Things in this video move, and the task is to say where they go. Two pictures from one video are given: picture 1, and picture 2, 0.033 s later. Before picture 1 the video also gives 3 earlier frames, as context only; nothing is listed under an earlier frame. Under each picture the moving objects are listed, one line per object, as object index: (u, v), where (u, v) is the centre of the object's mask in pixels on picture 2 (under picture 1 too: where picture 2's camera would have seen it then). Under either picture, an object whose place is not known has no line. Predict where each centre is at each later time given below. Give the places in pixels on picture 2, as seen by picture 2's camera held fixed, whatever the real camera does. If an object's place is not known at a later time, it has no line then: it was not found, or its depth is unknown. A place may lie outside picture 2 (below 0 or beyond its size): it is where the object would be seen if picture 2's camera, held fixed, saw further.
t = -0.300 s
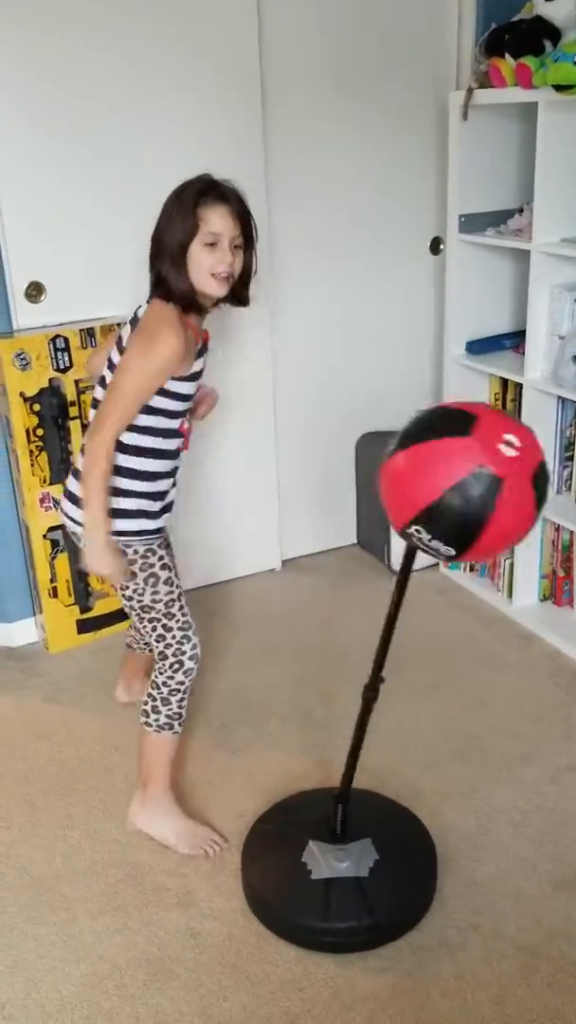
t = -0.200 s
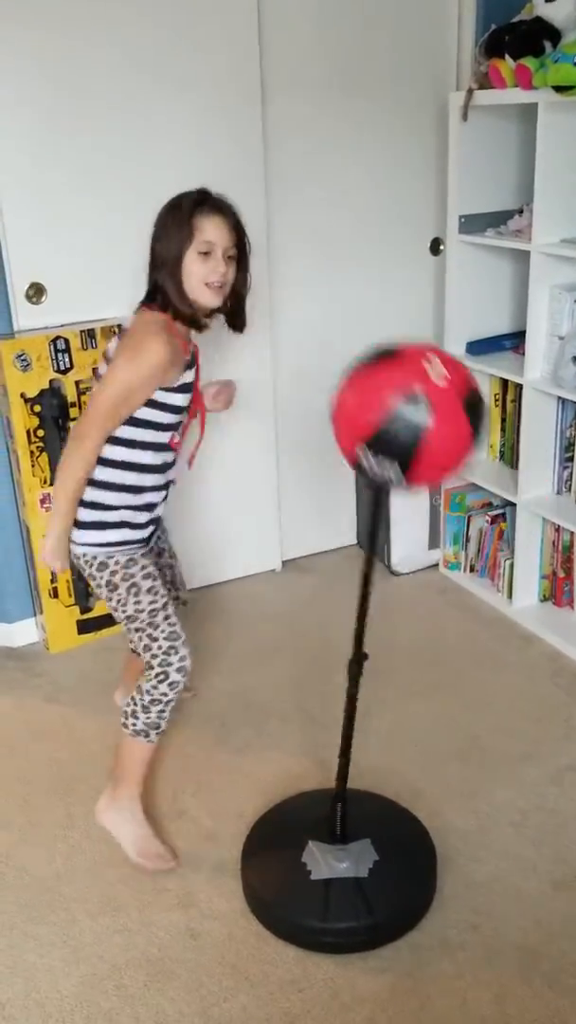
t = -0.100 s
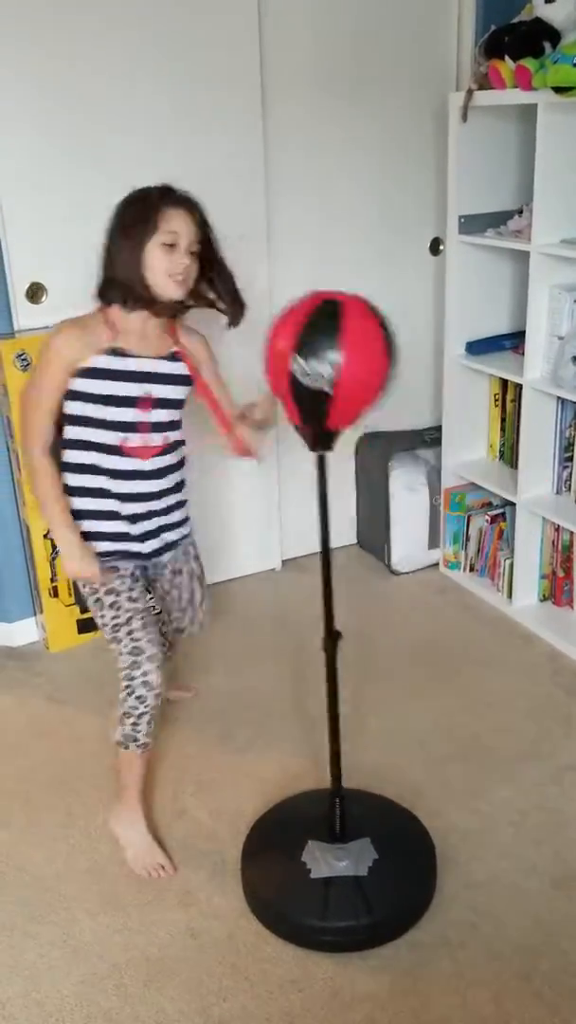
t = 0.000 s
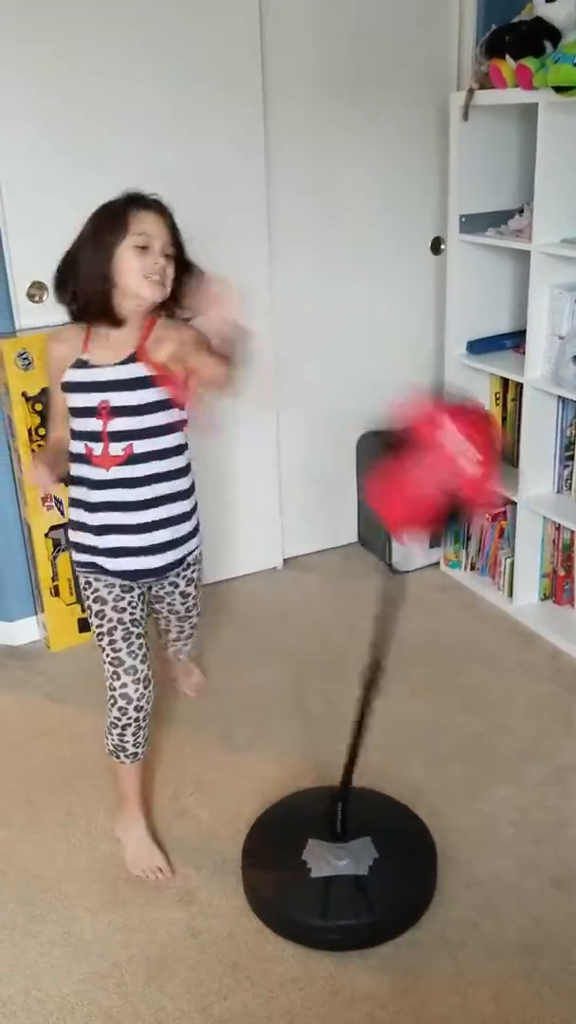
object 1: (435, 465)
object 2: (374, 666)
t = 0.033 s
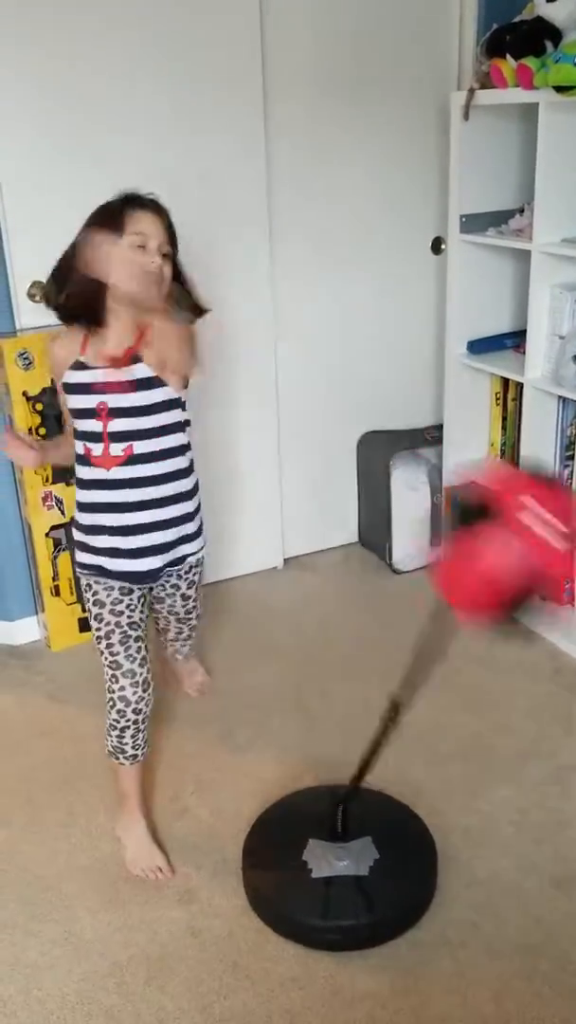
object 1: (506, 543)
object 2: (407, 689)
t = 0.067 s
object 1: (540, 642)
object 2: (433, 730)
